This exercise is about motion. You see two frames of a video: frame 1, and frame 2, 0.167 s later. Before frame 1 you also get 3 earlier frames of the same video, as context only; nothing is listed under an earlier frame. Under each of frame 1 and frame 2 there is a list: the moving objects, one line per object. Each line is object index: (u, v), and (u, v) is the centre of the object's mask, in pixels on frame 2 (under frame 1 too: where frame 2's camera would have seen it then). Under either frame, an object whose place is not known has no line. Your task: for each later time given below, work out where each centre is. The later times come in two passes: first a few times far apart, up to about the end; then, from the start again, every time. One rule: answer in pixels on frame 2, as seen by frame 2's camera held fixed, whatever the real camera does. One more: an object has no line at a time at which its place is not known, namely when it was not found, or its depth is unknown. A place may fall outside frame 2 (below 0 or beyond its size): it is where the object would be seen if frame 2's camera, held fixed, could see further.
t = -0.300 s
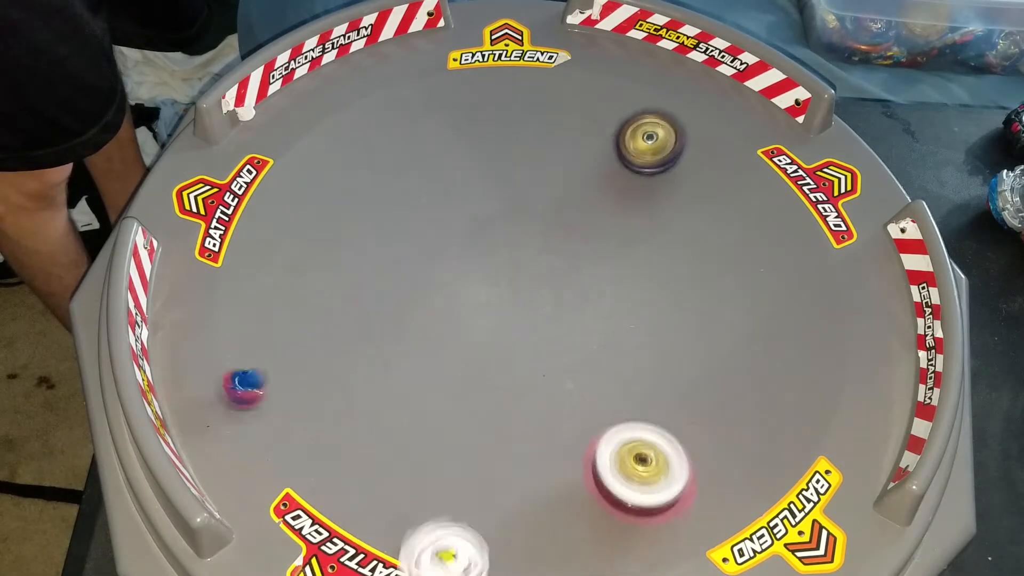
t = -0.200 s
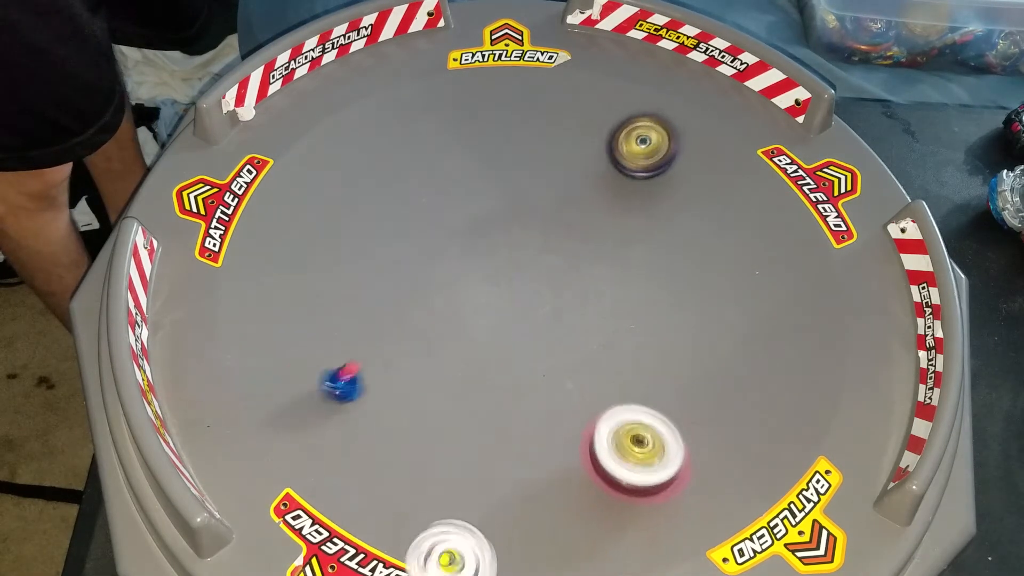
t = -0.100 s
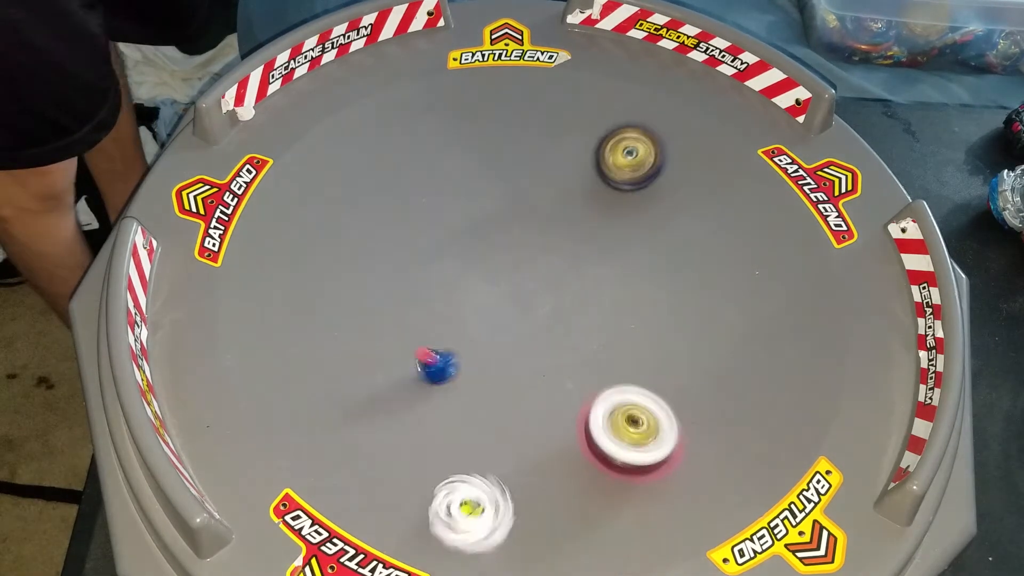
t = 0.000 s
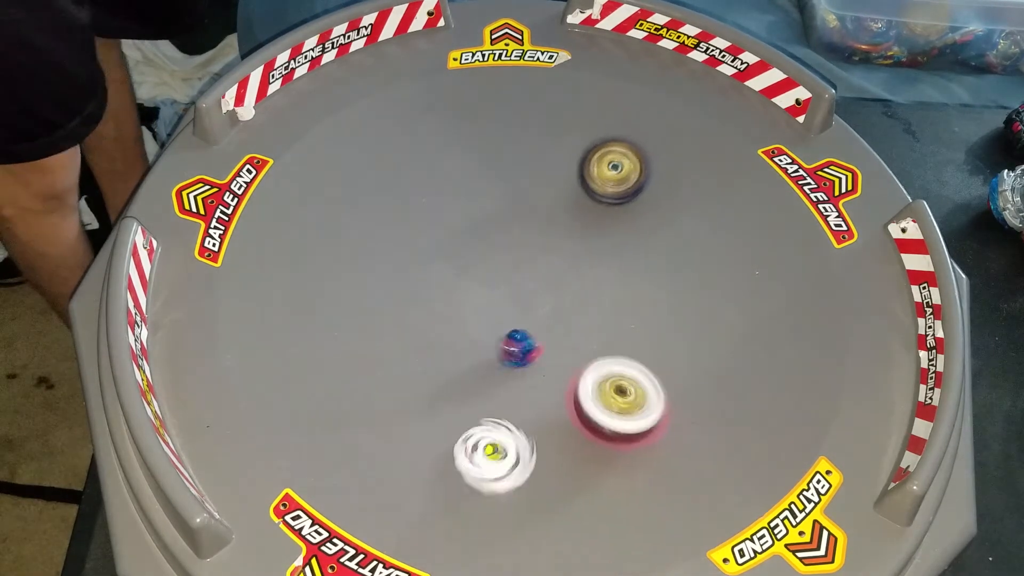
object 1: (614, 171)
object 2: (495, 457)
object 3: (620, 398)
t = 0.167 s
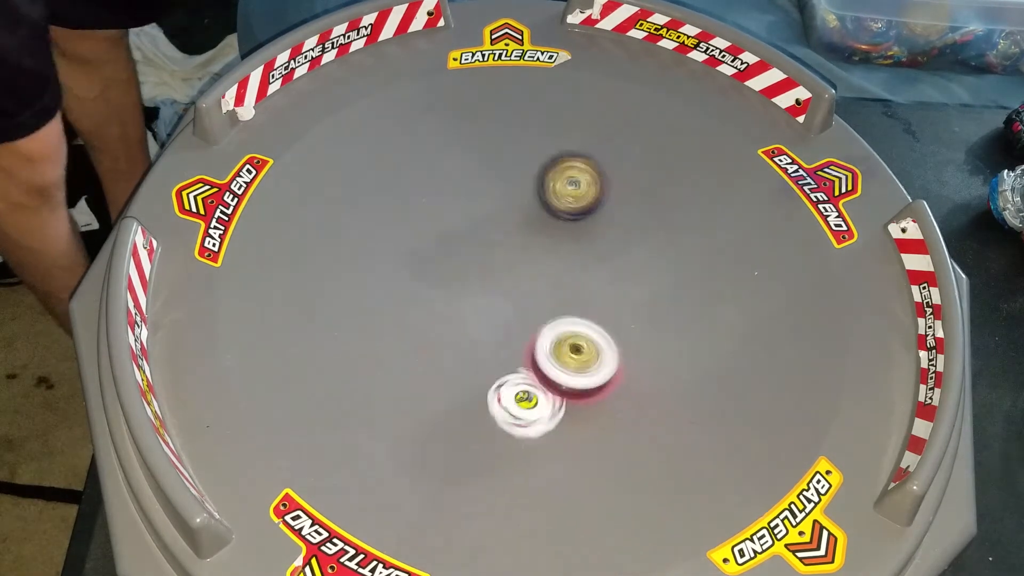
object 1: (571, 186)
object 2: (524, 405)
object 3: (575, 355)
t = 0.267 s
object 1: (532, 188)
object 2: (527, 406)
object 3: (561, 336)
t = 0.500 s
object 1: (462, 218)
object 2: (527, 405)
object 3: (523, 278)
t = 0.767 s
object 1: (389, 253)
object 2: (527, 405)
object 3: (502, 255)
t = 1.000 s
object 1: (378, 301)
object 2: (527, 405)
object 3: (498, 248)
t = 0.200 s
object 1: (556, 186)
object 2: (527, 405)
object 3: (569, 349)
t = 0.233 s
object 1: (543, 187)
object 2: (527, 407)
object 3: (565, 342)
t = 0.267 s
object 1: (532, 188)
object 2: (527, 406)
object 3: (561, 336)
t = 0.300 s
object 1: (521, 191)
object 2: (526, 406)
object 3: (556, 328)
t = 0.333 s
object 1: (510, 194)
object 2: (527, 405)
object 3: (552, 321)
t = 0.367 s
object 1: (500, 197)
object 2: (527, 405)
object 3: (547, 313)
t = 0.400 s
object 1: (490, 202)
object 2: (527, 405)
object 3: (543, 305)
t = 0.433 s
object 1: (480, 207)
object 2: (527, 405)
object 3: (538, 296)
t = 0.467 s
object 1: (471, 212)
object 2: (527, 405)
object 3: (531, 287)
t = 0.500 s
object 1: (462, 218)
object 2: (527, 405)
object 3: (523, 278)
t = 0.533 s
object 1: (452, 223)
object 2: (527, 405)
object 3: (513, 270)
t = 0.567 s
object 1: (438, 227)
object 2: (527, 405)
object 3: (512, 265)
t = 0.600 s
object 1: (425, 229)
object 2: (527, 405)
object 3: (511, 263)
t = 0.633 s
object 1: (415, 232)
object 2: (527, 405)
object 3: (509, 262)
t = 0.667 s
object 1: (406, 237)
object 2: (527, 405)
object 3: (507, 260)
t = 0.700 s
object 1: (399, 242)
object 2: (527, 405)
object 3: (505, 259)
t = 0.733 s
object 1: (394, 246)
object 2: (527, 405)
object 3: (504, 257)
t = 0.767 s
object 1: (389, 253)
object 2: (527, 405)
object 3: (502, 255)
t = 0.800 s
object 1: (385, 259)
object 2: (527, 405)
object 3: (501, 254)
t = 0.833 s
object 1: (382, 265)
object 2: (527, 405)
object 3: (500, 252)
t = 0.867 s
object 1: (380, 273)
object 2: (527, 405)
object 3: (499, 251)
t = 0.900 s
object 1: (378, 279)
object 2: (527, 405)
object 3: (498, 250)
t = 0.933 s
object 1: (378, 285)
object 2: (527, 405)
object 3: (498, 249)
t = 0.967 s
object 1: (378, 294)
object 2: (527, 405)
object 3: (498, 248)
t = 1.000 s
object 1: (378, 301)
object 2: (527, 405)
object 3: (498, 248)
